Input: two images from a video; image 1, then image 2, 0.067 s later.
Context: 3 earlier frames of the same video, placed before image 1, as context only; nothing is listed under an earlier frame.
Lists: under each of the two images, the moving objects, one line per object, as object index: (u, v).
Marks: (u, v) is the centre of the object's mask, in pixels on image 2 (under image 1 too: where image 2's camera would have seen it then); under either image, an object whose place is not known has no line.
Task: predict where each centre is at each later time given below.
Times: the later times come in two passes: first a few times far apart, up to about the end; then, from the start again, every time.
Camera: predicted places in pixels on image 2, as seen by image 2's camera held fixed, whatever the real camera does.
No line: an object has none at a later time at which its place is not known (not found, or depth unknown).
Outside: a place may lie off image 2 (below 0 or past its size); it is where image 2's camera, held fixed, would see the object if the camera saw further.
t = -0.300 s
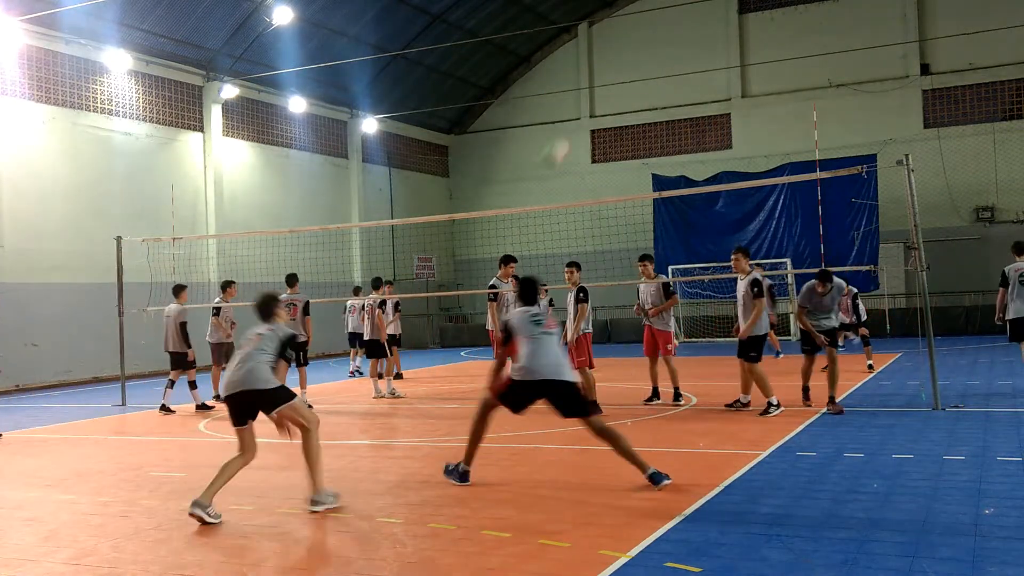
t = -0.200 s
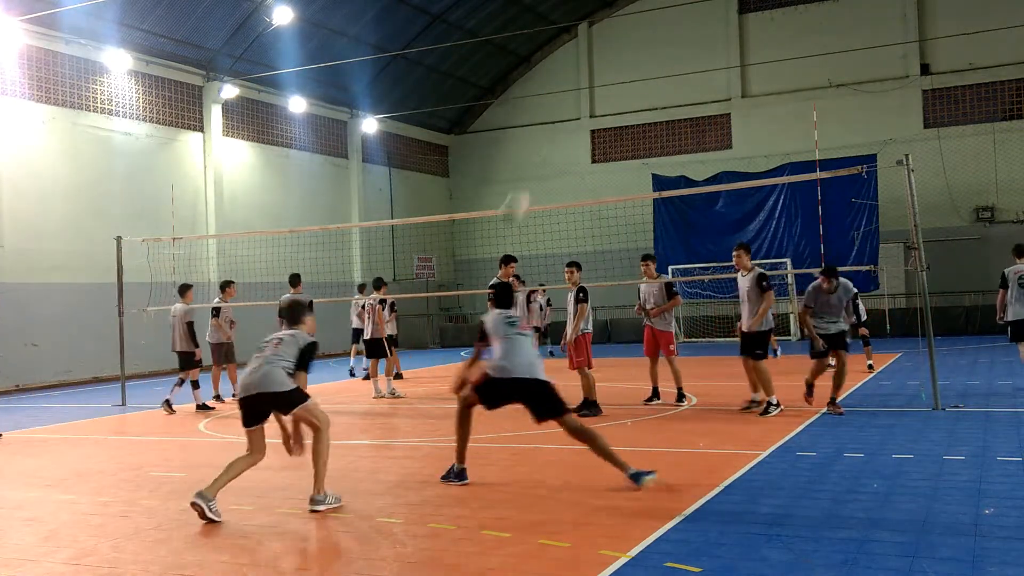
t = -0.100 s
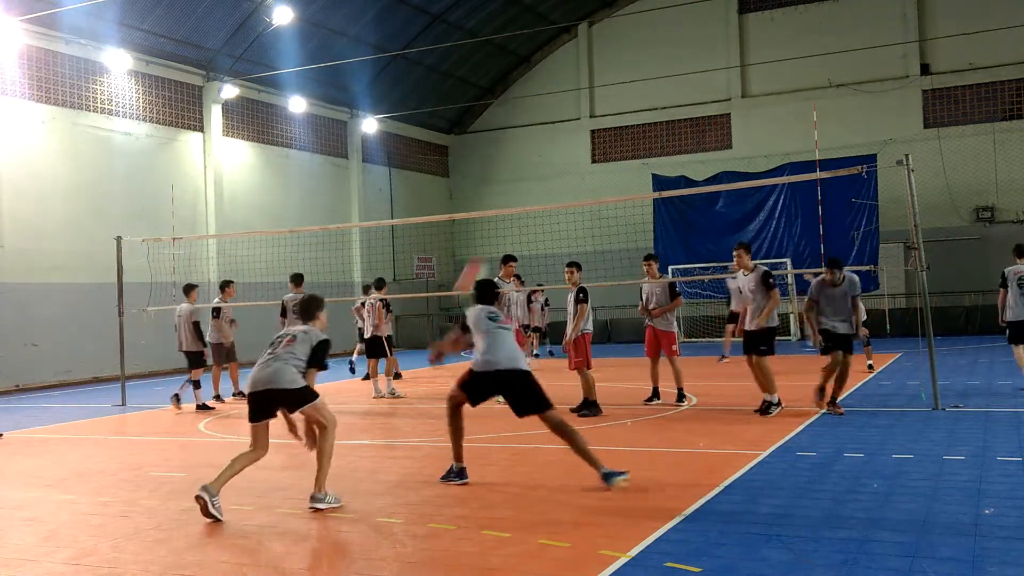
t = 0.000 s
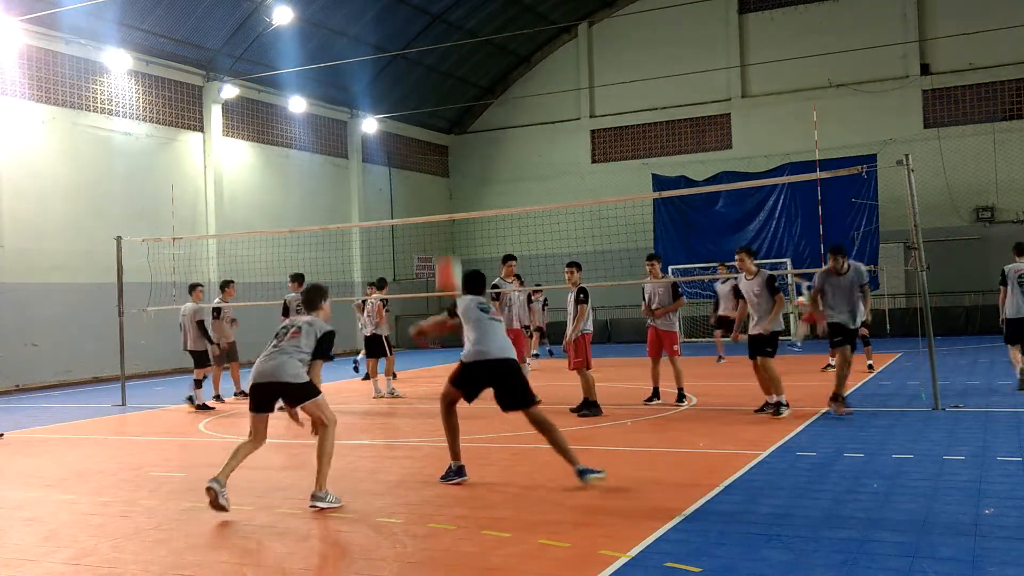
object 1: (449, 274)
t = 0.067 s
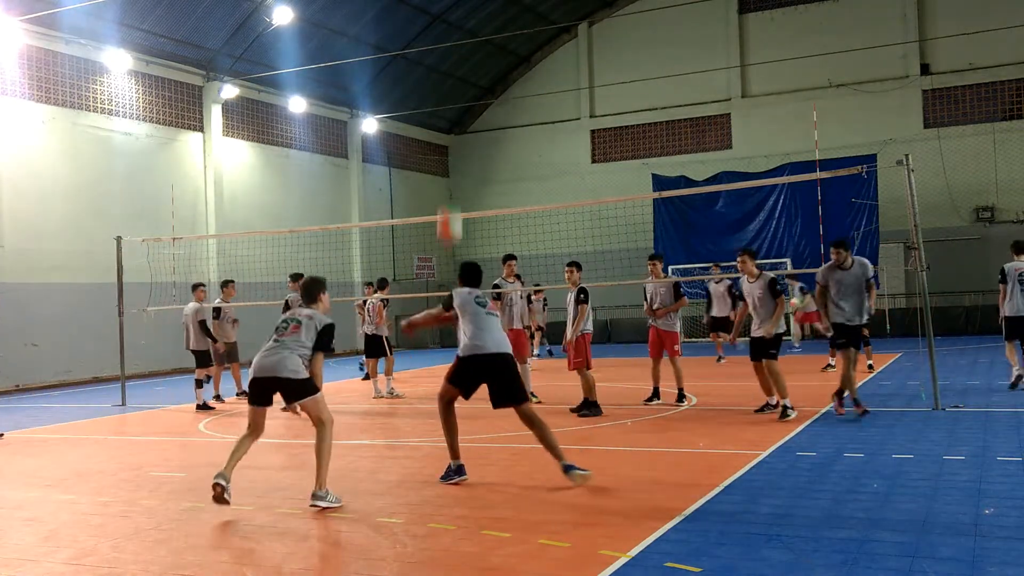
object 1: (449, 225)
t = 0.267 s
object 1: (454, 109)
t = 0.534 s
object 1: (462, 39)
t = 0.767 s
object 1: (470, 44)
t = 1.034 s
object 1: (481, 113)
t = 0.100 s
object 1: (450, 200)
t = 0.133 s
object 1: (451, 178)
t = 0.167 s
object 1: (451, 159)
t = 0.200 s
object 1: (452, 139)
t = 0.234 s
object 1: (453, 122)
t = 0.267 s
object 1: (454, 109)
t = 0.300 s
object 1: (455, 95)
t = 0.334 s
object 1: (456, 83)
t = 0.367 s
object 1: (457, 72)
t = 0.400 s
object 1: (458, 64)
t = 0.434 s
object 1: (459, 56)
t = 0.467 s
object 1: (460, 50)
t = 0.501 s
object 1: (461, 44)
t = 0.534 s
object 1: (462, 39)
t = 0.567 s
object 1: (463, 37)
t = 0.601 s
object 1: (464, 35)
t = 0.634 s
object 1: (465, 34)
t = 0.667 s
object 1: (466, 35)
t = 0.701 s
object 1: (467, 37)
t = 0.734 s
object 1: (469, 40)
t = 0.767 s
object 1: (470, 44)
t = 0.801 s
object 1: (471, 49)
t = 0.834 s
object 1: (473, 55)
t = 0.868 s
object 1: (474, 63)
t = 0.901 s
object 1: (475, 71)
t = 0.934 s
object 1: (477, 80)
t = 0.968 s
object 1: (478, 89)
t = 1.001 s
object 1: (479, 100)
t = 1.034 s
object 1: (481, 113)
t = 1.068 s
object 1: (483, 125)
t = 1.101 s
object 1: (484, 140)
